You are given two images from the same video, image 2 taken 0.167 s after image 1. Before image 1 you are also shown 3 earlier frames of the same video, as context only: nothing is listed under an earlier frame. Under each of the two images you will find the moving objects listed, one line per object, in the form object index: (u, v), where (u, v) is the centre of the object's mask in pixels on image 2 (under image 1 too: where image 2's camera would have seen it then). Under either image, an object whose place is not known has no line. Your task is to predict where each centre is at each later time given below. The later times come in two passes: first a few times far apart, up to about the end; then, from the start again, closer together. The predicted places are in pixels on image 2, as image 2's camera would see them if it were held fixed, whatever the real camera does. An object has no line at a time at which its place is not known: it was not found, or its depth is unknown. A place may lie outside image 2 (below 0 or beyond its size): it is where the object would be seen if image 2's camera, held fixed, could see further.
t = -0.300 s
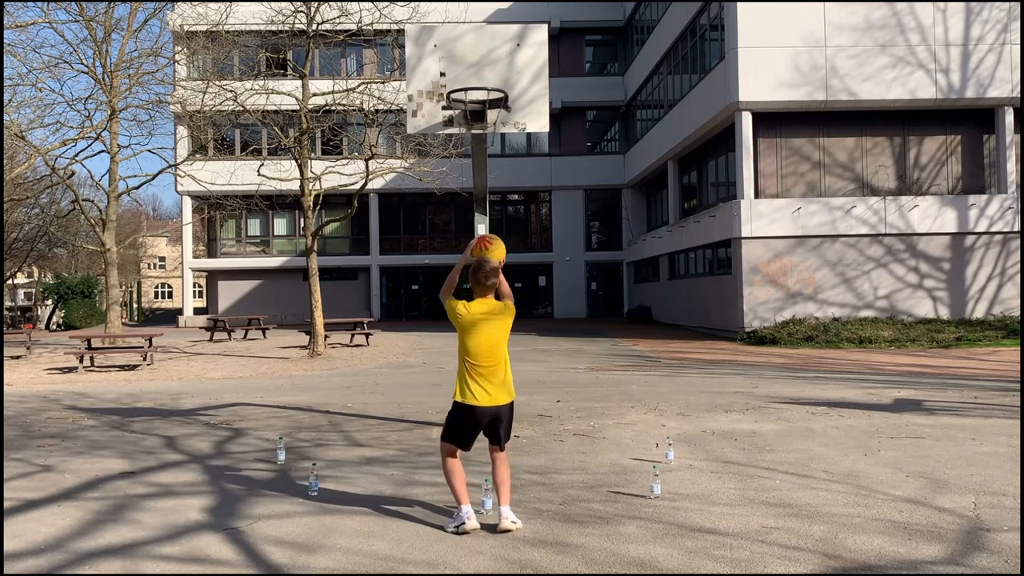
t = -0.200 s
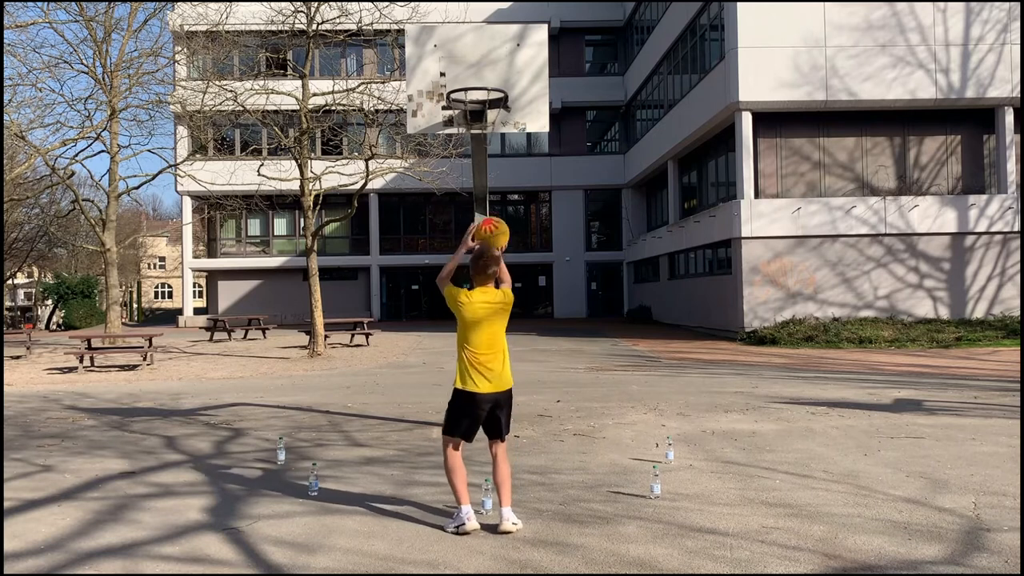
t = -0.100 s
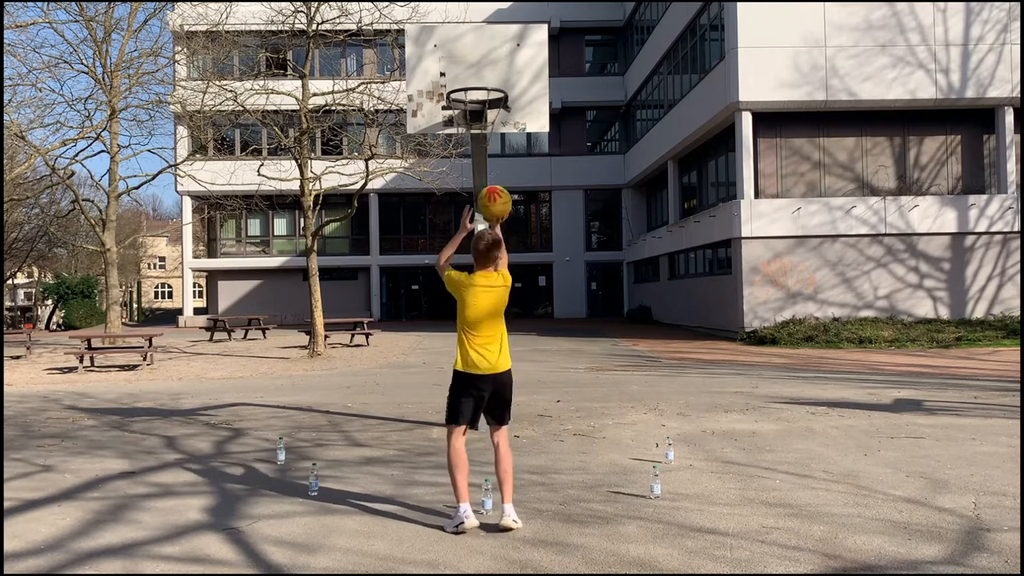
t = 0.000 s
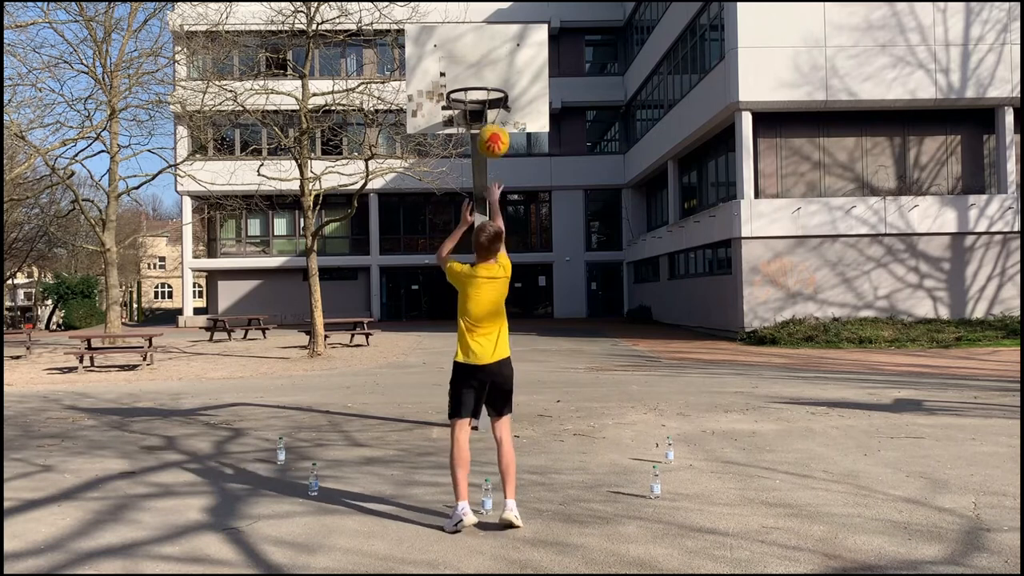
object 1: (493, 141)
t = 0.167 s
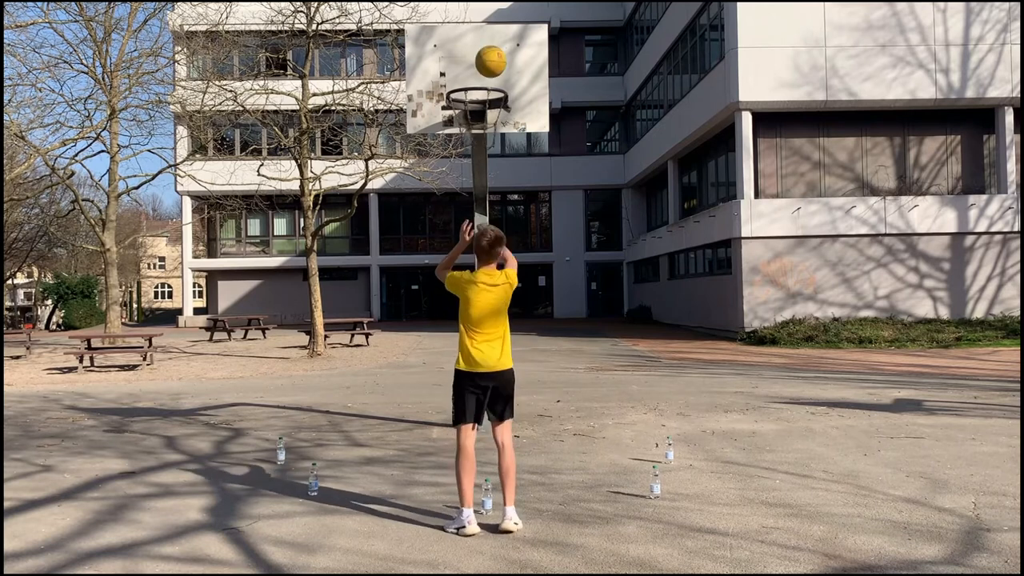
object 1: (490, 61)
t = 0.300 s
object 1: (490, 34)
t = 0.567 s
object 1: (491, 53)
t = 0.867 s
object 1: (477, 48)
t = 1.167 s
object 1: (456, 72)
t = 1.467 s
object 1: (495, 62)
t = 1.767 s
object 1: (549, 136)
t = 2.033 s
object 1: (598, 289)
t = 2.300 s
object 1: (646, 416)
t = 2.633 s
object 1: (691, 232)
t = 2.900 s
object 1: (730, 186)
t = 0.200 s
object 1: (490, 52)
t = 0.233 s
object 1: (490, 44)
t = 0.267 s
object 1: (490, 38)
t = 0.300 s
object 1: (490, 34)
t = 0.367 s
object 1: (490, 31)
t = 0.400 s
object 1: (490, 31)
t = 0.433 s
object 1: (490, 33)
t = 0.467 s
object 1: (490, 36)
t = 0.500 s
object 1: (490, 40)
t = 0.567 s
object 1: (491, 53)
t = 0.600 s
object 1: (491, 62)
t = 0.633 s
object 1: (492, 71)
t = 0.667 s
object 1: (492, 81)
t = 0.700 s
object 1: (491, 81)
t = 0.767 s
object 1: (485, 64)
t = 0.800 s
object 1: (482, 58)
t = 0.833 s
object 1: (480, 52)
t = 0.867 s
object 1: (477, 48)
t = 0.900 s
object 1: (475, 46)
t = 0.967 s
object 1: (469, 44)
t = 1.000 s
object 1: (467, 45)
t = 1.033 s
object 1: (465, 48)
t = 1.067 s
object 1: (462, 52)
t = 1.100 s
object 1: (460, 57)
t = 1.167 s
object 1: (456, 72)
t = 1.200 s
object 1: (453, 79)
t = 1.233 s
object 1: (456, 77)
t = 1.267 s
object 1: (461, 73)
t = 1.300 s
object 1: (467, 67)
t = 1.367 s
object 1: (478, 61)
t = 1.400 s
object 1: (484, 60)
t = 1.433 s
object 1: (489, 61)
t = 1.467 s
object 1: (495, 62)
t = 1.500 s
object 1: (501, 65)
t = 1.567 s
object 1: (513, 75)
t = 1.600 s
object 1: (519, 81)
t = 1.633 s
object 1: (524, 90)
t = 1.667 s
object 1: (530, 99)
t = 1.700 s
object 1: (536, 110)
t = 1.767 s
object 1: (549, 136)
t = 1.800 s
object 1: (554, 150)
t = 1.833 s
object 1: (561, 166)
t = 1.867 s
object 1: (567, 183)
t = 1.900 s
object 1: (573, 202)
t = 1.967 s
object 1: (586, 243)
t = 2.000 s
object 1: (592, 266)
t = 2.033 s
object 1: (598, 289)
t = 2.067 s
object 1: (605, 314)
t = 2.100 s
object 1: (612, 340)
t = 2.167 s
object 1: (624, 397)
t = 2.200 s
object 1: (631, 428)
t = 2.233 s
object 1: (638, 461)
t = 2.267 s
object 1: (642, 443)
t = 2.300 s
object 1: (646, 416)
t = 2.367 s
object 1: (654, 368)
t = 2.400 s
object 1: (658, 347)
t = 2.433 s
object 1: (662, 326)
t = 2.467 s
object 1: (666, 307)
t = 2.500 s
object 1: (671, 289)
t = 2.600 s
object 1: (685, 245)
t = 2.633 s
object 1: (691, 232)
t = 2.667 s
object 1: (695, 222)
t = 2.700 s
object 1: (700, 212)
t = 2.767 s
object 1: (710, 198)
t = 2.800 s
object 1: (715, 193)
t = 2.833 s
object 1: (720, 190)
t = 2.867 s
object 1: (725, 187)
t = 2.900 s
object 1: (730, 186)
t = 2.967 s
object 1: (740, 188)
